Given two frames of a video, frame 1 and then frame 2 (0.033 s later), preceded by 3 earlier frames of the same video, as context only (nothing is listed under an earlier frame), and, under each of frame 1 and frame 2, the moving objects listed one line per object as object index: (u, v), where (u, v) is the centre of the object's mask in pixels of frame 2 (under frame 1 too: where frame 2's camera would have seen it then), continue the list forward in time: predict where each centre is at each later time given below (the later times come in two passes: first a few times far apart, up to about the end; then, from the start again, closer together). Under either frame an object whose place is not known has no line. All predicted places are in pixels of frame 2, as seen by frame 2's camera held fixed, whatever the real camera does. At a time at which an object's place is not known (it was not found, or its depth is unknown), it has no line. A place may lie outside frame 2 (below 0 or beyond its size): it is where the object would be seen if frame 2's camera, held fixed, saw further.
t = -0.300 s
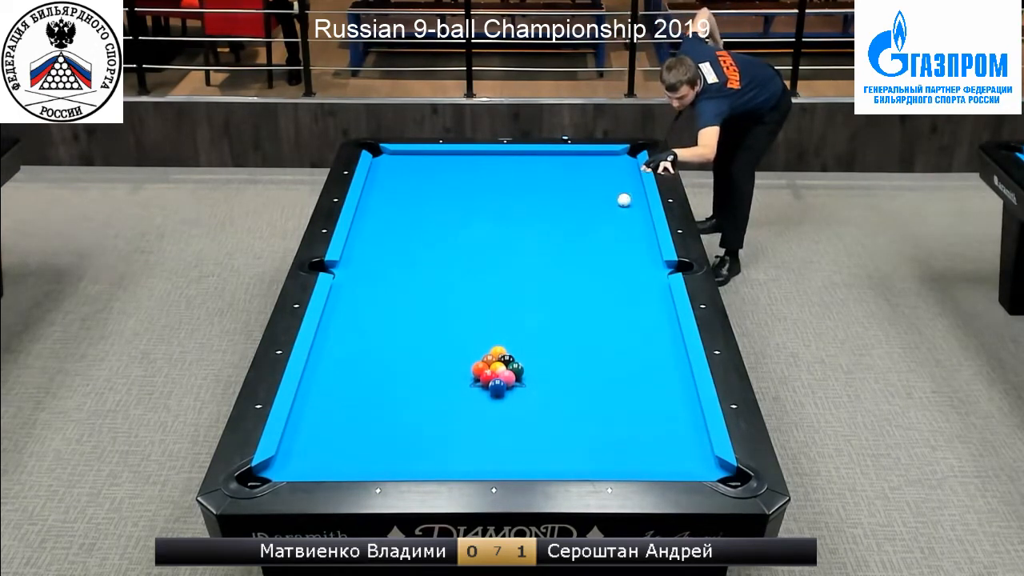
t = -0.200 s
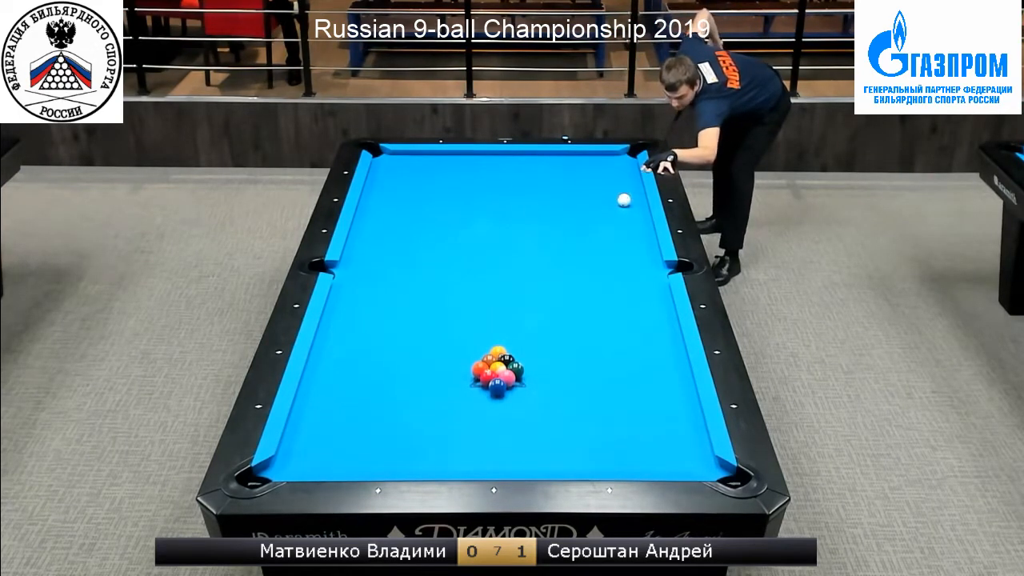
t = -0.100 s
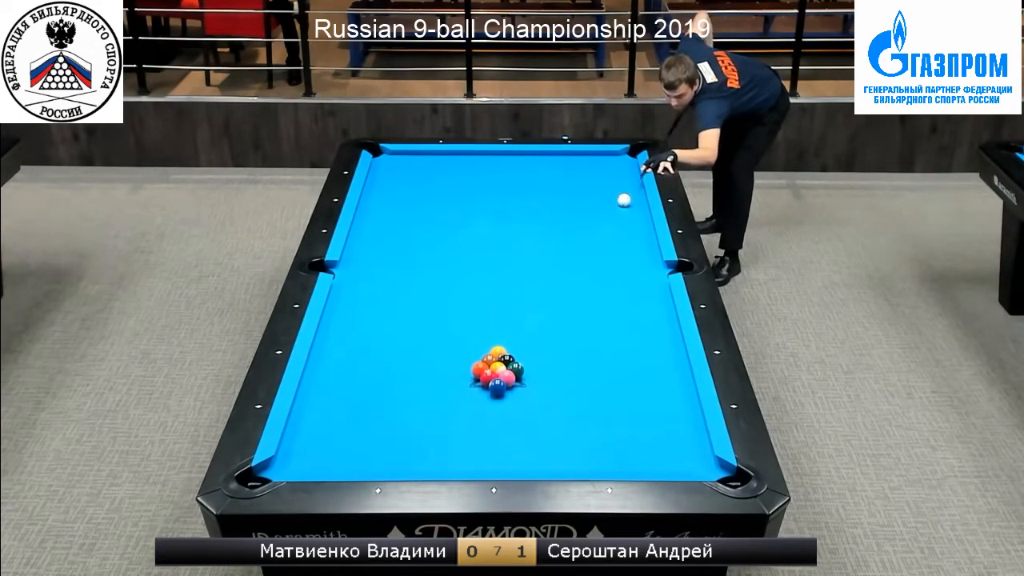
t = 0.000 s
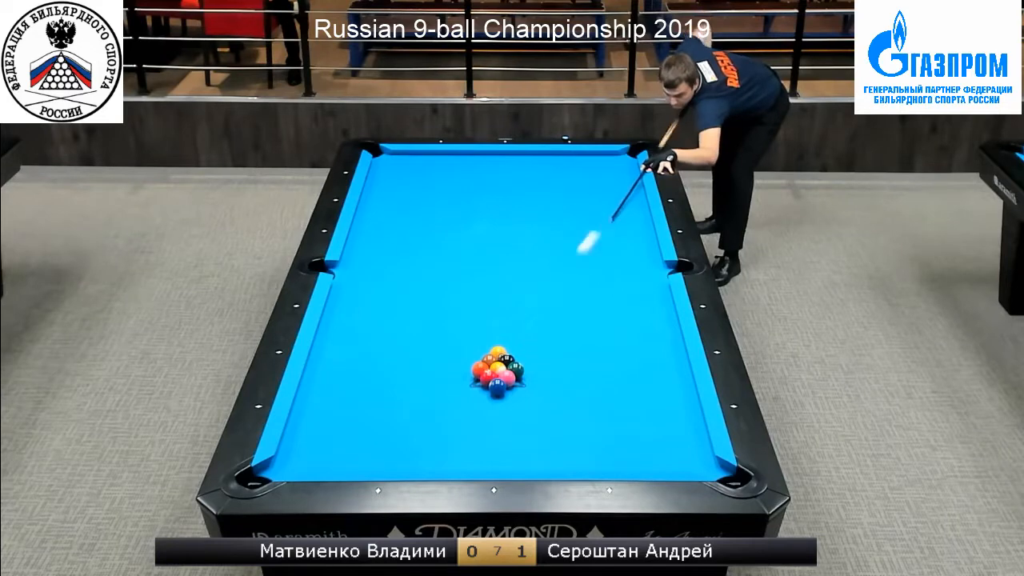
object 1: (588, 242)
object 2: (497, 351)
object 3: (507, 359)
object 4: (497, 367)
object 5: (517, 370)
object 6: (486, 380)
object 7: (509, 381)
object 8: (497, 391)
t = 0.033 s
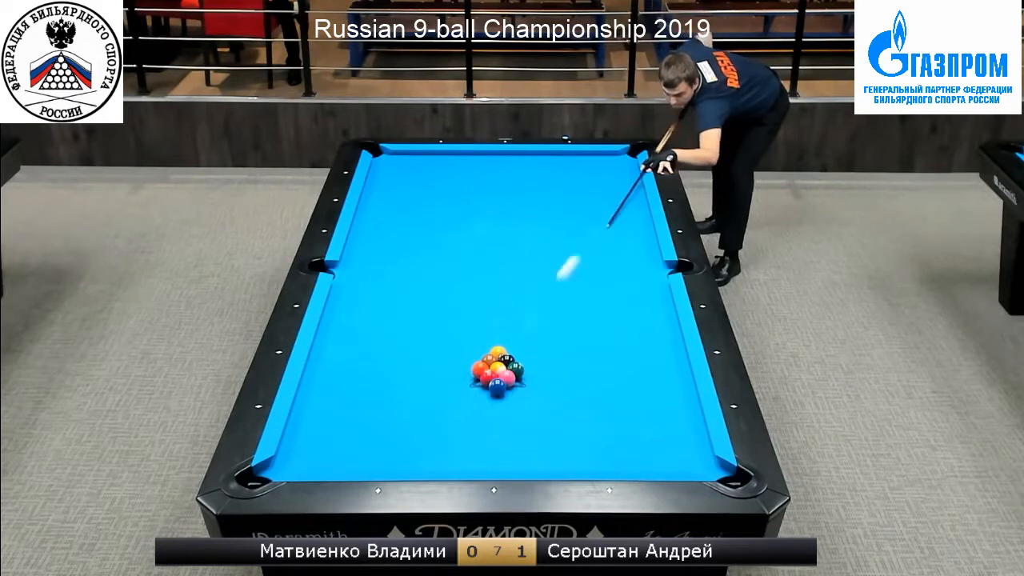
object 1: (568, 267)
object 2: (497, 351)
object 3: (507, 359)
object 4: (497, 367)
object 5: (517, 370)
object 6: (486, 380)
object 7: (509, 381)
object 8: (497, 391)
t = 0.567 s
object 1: (599, 338)
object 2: (399, 307)
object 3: (529, 358)
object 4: (497, 377)
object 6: (459, 415)
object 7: (533, 422)
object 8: (629, 435)
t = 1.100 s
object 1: (657, 323)
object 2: (364, 270)
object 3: (549, 354)
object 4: (498, 380)
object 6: (426, 457)
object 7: (484, 417)
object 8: (624, 406)
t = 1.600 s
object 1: (610, 305)
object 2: (413, 245)
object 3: (562, 351)
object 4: (498, 380)
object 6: (407, 452)
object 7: (447, 413)
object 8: (538, 381)
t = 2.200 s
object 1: (563, 286)
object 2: (463, 222)
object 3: (571, 349)
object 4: (498, 380)
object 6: (393, 432)
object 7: (412, 409)
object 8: (451, 356)
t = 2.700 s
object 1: (554, 276)
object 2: (497, 205)
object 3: (572, 349)
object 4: (498, 379)
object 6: (384, 421)
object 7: (391, 405)
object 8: (390, 337)
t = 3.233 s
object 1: (570, 270)
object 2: (528, 190)
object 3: (572, 349)
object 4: (498, 378)
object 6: (377, 415)
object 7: (375, 400)
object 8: (333, 320)
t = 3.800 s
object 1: (581, 265)
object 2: (556, 177)
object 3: (572, 349)
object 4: (497, 377)
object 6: (376, 414)
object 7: (367, 397)
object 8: (357, 309)
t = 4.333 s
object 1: (587, 262)
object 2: (578, 166)
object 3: (572, 349)
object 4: (496, 377)
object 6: (376, 414)
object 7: (363, 395)
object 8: (382, 303)
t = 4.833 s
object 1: (589, 261)
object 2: (595, 158)
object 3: (572, 349)
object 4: (496, 377)
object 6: (376, 414)
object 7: (363, 395)
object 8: (398, 298)
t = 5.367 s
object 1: (588, 261)
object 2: (610, 154)
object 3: (572, 348)
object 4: (496, 377)
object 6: (376, 414)
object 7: (363, 395)
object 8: (410, 295)
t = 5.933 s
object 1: (588, 261)
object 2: (620, 157)
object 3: (572, 348)
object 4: (496, 377)
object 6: (376, 414)
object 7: (363, 395)
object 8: (416, 294)
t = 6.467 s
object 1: (588, 261)
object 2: (626, 159)
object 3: (572, 348)
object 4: (496, 377)
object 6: (376, 414)
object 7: (363, 395)
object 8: (416, 294)
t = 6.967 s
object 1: (588, 261)
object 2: (627, 159)
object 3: (572, 348)
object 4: (496, 377)
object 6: (376, 414)
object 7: (363, 395)
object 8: (416, 294)
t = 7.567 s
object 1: (588, 261)
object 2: (628, 159)
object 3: (572, 348)
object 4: (496, 377)
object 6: (376, 414)
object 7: (363, 396)
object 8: (416, 294)
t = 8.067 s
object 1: (588, 261)
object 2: (628, 159)
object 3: (572, 348)
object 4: (496, 377)
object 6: (376, 414)
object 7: (363, 395)
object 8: (416, 294)
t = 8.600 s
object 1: (588, 261)
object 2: (628, 159)
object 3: (572, 348)
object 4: (496, 377)
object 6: (376, 414)
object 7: (363, 395)
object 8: (416, 294)
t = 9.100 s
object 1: (588, 261)
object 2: (628, 159)
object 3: (572, 348)
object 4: (496, 377)
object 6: (376, 414)
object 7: (363, 395)
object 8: (416, 294)
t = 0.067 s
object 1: (547, 294)
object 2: (497, 351)
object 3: (507, 359)
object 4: (497, 367)
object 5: (517, 370)
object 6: (486, 380)
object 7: (509, 381)
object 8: (497, 391)
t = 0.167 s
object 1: (518, 346)
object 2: (484, 347)
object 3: (510, 362)
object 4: (497, 371)
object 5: (533, 380)
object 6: (485, 384)
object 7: (515, 389)
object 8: (510, 408)
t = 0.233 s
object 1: (533, 346)
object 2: (467, 338)
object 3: (513, 362)
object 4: (497, 372)
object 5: (557, 391)
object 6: (480, 389)
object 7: (526, 400)
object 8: (531, 437)
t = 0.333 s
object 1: (554, 343)
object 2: (444, 327)
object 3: (518, 361)
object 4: (497, 373)
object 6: (474, 398)
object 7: (542, 416)
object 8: (558, 464)
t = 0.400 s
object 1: (567, 342)
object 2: (430, 321)
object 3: (521, 360)
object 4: (497, 374)
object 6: (470, 402)
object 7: (552, 426)
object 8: (567, 447)
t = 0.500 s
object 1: (586, 339)
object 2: (411, 312)
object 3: (526, 358)
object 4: (497, 376)
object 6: (464, 411)
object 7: (542, 426)
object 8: (602, 439)
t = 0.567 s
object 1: (599, 338)
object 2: (399, 307)
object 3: (529, 358)
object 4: (497, 377)
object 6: (459, 415)
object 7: (533, 422)
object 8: (629, 435)
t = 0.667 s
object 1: (619, 335)
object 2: (380, 299)
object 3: (533, 358)
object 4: (497, 377)
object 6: (453, 423)
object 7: (521, 421)
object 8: (664, 431)
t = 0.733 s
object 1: (631, 334)
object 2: (368, 293)
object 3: (536, 357)
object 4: (497, 378)
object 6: (449, 429)
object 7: (515, 420)
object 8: (687, 428)
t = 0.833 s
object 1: (649, 331)
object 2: (351, 286)
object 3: (539, 356)
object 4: (498, 379)
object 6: (443, 436)
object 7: (506, 419)
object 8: (680, 423)
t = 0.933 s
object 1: (667, 329)
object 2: (342, 279)
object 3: (543, 355)
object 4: (497, 379)
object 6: (436, 445)
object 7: (497, 418)
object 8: (656, 416)
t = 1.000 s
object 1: (669, 327)
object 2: (352, 275)
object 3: (545, 355)
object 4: (498, 380)
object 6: (432, 449)
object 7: (492, 418)
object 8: (643, 412)
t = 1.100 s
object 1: (657, 323)
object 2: (364, 270)
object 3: (549, 354)
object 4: (498, 380)
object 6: (426, 457)
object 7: (484, 417)
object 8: (624, 406)
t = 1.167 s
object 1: (650, 320)
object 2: (371, 266)
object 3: (550, 353)
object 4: (498, 380)
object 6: (422, 461)
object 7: (478, 416)
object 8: (612, 403)
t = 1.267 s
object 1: (640, 317)
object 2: (381, 261)
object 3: (554, 353)
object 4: (498, 380)
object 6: (417, 464)
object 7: (471, 415)
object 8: (594, 398)
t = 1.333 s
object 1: (634, 314)
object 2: (388, 258)
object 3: (555, 352)
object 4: (498, 380)
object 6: (415, 462)
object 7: (466, 415)
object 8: (583, 394)
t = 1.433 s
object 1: (625, 310)
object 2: (397, 253)
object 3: (558, 351)
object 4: (498, 381)
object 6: (412, 459)
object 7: (458, 414)
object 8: (566, 389)
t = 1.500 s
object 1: (618, 308)
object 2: (404, 250)
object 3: (560, 351)
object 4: (498, 381)
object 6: (410, 456)
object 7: (454, 413)
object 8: (555, 386)
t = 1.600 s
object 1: (610, 305)
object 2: (413, 245)
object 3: (562, 351)
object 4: (498, 380)
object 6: (407, 452)
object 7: (447, 413)
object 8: (538, 381)
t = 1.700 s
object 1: (601, 301)
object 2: (422, 241)
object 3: (564, 351)
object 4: (498, 381)
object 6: (405, 448)
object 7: (441, 412)
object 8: (523, 377)
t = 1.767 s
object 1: (596, 299)
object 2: (428, 238)
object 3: (565, 350)
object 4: (498, 380)
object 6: (403, 445)
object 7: (436, 411)
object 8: (513, 373)
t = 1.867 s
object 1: (588, 296)
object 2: (436, 234)
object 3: (567, 349)
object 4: (498, 380)
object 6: (400, 443)
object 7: (430, 411)
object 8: (497, 366)
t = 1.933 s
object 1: (582, 294)
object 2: (442, 231)
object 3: (568, 349)
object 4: (498, 380)
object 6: (399, 440)
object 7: (426, 410)
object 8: (488, 366)
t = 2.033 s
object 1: (575, 291)
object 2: (450, 228)
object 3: (569, 349)
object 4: (498, 380)
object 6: (396, 436)
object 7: (421, 410)
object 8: (474, 362)
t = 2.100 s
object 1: (570, 289)
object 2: (455, 225)
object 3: (570, 349)
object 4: (498, 380)
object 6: (395, 435)
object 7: (417, 410)
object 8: (465, 359)
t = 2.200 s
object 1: (563, 286)
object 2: (463, 222)
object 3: (571, 349)
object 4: (498, 380)
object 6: (393, 432)
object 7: (412, 409)
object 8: (451, 356)
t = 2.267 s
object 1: (558, 284)
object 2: (468, 219)
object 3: (571, 349)
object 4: (498, 380)
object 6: (392, 430)
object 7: (409, 408)
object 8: (443, 353)
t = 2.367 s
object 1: (551, 282)
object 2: (475, 216)
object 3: (572, 349)
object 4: (498, 380)
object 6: (390, 428)
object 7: (404, 408)
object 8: (430, 349)
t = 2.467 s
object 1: (545, 279)
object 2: (482, 212)
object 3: (572, 349)
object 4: (498, 380)
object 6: (388, 425)
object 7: (400, 407)
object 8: (418, 345)
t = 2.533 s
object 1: (548, 278)
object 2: (487, 210)
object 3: (572, 349)
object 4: (498, 379)
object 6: (387, 424)
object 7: (397, 406)
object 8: (410, 343)
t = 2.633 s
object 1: (552, 277)
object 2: (493, 207)
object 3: (572, 349)
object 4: (498, 379)
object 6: (385, 422)
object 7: (394, 406)
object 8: (398, 339)
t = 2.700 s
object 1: (554, 276)
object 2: (497, 205)
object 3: (572, 349)
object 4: (498, 379)
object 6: (384, 421)
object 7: (391, 405)
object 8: (390, 337)
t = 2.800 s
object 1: (557, 275)
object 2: (504, 202)
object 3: (572, 349)
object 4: (498, 379)
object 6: (382, 419)
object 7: (388, 404)
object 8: (378, 333)
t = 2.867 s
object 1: (559, 274)
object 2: (508, 200)
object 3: (572, 349)
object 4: (498, 378)
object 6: (381, 418)
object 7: (385, 403)
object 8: (371, 331)
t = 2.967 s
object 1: (562, 272)
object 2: (514, 197)
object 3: (572, 349)
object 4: (498, 378)
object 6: (380, 416)
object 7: (383, 402)
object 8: (361, 328)
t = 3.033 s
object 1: (564, 272)
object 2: (517, 195)
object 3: (572, 349)
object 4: (498, 378)
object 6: (379, 417)
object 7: (381, 401)
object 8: (354, 326)
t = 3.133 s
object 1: (567, 271)
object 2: (523, 193)
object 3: (572, 349)
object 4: (498, 378)
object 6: (378, 416)
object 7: (378, 400)
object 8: (343, 323)
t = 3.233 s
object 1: (570, 270)
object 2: (528, 190)
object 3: (572, 349)
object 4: (498, 378)
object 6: (377, 415)
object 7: (375, 400)
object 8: (333, 320)
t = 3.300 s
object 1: (571, 269)
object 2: (532, 188)
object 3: (572, 349)
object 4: (498, 378)
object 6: (376, 415)
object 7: (374, 399)
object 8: (328, 319)
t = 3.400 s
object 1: (573, 268)
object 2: (537, 186)
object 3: (572, 349)
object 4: (498, 378)
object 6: (376, 415)
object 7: (372, 399)
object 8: (335, 317)
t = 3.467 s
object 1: (575, 267)
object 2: (541, 184)
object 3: (572, 349)
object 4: (497, 378)
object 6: (376, 414)
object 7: (371, 398)
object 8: (339, 315)
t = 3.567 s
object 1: (577, 266)
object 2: (545, 182)
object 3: (572, 349)
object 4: (497, 378)
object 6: (376, 414)
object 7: (369, 398)
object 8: (345, 313)
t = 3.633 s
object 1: (578, 266)
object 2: (548, 180)
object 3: (572, 349)
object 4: (497, 377)
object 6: (376, 414)
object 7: (368, 397)
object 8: (348, 312)
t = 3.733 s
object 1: (580, 265)
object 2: (553, 178)
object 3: (572, 349)
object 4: (497, 377)
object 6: (376, 414)
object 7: (367, 397)
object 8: (354, 310)
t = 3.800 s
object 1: (581, 265)
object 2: (556, 177)
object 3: (572, 349)
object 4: (497, 377)
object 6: (376, 414)
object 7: (367, 397)
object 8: (357, 309)
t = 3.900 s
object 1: (582, 264)
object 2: (561, 175)
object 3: (572, 349)
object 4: (497, 377)
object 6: (376, 414)
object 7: (365, 397)
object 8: (363, 308)
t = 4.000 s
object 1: (584, 263)
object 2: (565, 173)
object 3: (572, 349)
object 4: (496, 377)
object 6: (376, 414)
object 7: (365, 396)
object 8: (367, 307)
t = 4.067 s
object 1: (584, 263)
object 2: (568, 171)
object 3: (572, 349)
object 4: (496, 377)
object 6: (376, 414)
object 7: (364, 396)
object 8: (370, 306)
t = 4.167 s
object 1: (586, 263)
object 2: (572, 169)
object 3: (572, 349)
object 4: (496, 377)
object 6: (376, 414)
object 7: (364, 396)
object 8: (375, 304)
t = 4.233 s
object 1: (586, 262)
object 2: (574, 168)
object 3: (572, 349)
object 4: (496, 377)
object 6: (376, 414)
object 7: (364, 396)
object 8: (377, 304)
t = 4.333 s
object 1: (587, 262)
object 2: (578, 166)
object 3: (572, 349)
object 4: (496, 377)
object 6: (376, 414)
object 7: (363, 395)
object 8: (382, 303)
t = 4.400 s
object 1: (587, 262)
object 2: (581, 165)
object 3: (572, 349)
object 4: (496, 377)
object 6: (376, 414)
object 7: (363, 395)
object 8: (384, 302)
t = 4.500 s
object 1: (588, 262)
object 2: (584, 164)
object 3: (572, 349)
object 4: (496, 377)
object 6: (376, 414)
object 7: (363, 395)
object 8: (388, 301)
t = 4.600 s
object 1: (588, 261)
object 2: (587, 162)
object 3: (572, 349)
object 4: (496, 377)
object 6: (376, 414)
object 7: (363, 395)
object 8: (391, 300)
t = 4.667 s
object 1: (589, 261)
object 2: (590, 161)
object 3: (572, 349)
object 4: (496, 377)
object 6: (376, 414)
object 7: (363, 395)
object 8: (393, 300)
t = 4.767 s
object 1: (589, 261)
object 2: (593, 159)
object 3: (572, 349)
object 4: (496, 377)
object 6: (376, 414)
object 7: (363, 395)
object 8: (396, 299)
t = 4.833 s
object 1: (589, 261)
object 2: (595, 158)
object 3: (572, 349)
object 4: (496, 377)
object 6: (376, 414)
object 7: (363, 395)
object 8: (398, 298)
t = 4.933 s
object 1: (589, 261)
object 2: (598, 157)
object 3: (572, 349)
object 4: (496, 377)
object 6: (376, 414)
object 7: (363, 396)
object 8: (401, 298)
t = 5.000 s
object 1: (589, 261)
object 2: (600, 156)
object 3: (572, 348)
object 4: (496, 377)
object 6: (376, 414)
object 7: (363, 395)
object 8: (402, 297)
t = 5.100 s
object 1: (588, 261)
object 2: (603, 154)
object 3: (572, 349)
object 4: (496, 377)
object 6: (376, 414)
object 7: (363, 395)
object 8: (405, 296)
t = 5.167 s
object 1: (589, 261)
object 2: (605, 153)
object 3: (572, 349)
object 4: (496, 377)
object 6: (376, 414)
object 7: (363, 395)
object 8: (406, 296)
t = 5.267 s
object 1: (588, 261)
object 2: (608, 154)
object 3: (572, 348)
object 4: (496, 377)
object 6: (376, 414)
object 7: (363, 395)
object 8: (408, 295)
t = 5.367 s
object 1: (588, 261)
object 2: (610, 154)
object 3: (572, 348)
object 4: (496, 377)
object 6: (376, 414)
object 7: (363, 395)
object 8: (410, 295)
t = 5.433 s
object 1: (588, 261)
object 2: (611, 155)
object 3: (572, 348)
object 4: (496, 377)
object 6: (376, 414)
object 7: (363, 395)
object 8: (411, 295)
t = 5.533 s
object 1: (588, 261)
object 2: (613, 155)
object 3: (572, 348)
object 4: (496, 377)
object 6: (376, 414)
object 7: (363, 395)
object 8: (412, 294)
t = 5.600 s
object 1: (588, 261)
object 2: (614, 156)
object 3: (572, 348)
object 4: (496, 377)
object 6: (376, 414)
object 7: (363, 396)
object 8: (413, 294)
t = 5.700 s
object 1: (588, 261)
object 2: (616, 156)
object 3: (572, 348)
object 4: (496, 377)
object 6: (376, 414)
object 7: (363, 395)
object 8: (414, 294)
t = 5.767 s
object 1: (588, 261)
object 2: (617, 156)
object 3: (572, 348)
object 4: (496, 377)
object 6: (376, 414)
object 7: (363, 395)
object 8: (415, 294)
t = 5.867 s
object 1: (588, 261)
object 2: (619, 157)
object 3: (572, 348)
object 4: (496, 377)
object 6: (376, 414)
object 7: (363, 396)
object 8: (416, 294)
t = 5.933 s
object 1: (588, 261)
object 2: (620, 157)
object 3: (572, 348)
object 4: (496, 377)
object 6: (376, 414)
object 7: (363, 395)
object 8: (416, 294)
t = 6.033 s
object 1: (589, 261)
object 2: (621, 157)
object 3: (572, 348)
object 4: (496, 377)
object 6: (376, 414)
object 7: (363, 396)
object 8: (416, 294)
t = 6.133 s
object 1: (588, 261)
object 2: (622, 158)
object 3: (572, 348)
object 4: (496, 377)
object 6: (376, 414)
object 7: (363, 395)
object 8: (416, 294)
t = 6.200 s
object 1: (588, 261)
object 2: (623, 158)
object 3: (572, 348)
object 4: (496, 377)
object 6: (376, 414)
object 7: (363, 395)
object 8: (416, 294)
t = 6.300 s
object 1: (588, 261)
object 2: (624, 158)
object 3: (572, 348)
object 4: (496, 377)
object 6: (376, 414)
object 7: (363, 395)
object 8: (416, 294)
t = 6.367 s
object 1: (588, 261)
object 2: (625, 158)
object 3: (572, 348)
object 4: (496, 377)
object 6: (376, 414)
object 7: (363, 395)
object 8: (416, 294)
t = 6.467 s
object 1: (588, 261)
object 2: (626, 159)
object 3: (572, 348)
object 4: (496, 377)
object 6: (376, 414)
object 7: (363, 395)
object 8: (416, 294)
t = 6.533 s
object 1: (588, 261)
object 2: (626, 159)
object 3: (572, 348)
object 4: (496, 377)
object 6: (376, 414)
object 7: (363, 395)
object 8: (416, 294)
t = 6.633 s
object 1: (588, 261)
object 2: (626, 159)
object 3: (572, 348)
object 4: (496, 377)
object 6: (376, 414)
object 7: (363, 395)
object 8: (416, 294)
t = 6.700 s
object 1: (588, 261)
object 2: (627, 159)
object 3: (572, 348)
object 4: (496, 377)
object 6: (376, 414)
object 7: (363, 395)
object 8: (416, 294)
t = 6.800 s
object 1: (588, 261)
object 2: (627, 159)
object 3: (572, 348)
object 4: (496, 377)
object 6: (376, 414)
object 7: (363, 396)
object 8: (416, 294)
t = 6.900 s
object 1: (588, 261)
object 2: (627, 159)
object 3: (572, 348)
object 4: (496, 377)
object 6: (376, 414)
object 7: (363, 395)
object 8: (416, 294)
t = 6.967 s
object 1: (588, 261)
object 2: (627, 159)
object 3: (572, 348)
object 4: (496, 377)
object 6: (376, 414)
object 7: (363, 395)
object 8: (416, 294)
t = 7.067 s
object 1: (588, 261)
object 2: (628, 159)
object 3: (572, 348)
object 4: (496, 377)
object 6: (376, 414)
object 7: (363, 395)
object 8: (416, 294)
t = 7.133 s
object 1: (588, 261)
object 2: (628, 159)
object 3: (572, 348)
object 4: (496, 377)
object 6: (376, 414)
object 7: (363, 395)
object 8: (416, 294)
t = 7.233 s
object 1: (588, 261)
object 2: (628, 159)
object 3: (572, 348)
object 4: (496, 377)
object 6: (376, 414)
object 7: (363, 396)
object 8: (416, 294)
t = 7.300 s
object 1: (588, 261)
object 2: (628, 159)
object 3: (572, 348)
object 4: (496, 377)
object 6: (376, 414)
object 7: (363, 395)
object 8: (416, 294)
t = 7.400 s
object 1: (588, 261)
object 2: (628, 159)
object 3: (572, 348)
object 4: (496, 377)
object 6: (376, 414)
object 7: (363, 395)
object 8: (416, 294)
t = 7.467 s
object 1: (588, 261)
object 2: (628, 159)
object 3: (572, 348)
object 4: (496, 377)
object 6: (376, 414)
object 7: (363, 395)
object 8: (416, 294)
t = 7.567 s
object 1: (588, 261)
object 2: (628, 159)
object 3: (572, 348)
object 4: (496, 377)
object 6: (376, 414)
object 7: (363, 396)
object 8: (416, 294)
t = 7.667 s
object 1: (588, 261)
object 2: (628, 159)
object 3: (572, 348)
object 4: (496, 377)
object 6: (376, 414)
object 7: (363, 395)
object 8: (416, 294)
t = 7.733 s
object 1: (588, 261)
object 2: (628, 159)
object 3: (572, 348)
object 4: (496, 377)
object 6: (376, 414)
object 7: (363, 395)
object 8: (416, 294)
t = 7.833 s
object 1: (588, 261)
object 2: (628, 159)
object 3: (572, 348)
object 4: (496, 377)
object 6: (376, 414)
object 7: (363, 395)
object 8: (416, 294)
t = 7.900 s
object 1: (588, 261)
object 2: (628, 159)
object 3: (572, 348)
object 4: (496, 377)
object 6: (376, 414)
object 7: (363, 396)
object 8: (416, 294)
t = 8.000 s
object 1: (588, 261)
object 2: (628, 159)
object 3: (572, 348)
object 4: (496, 377)
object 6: (376, 414)
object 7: (363, 395)
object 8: (416, 294)
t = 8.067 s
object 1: (588, 261)
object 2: (628, 159)
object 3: (572, 348)
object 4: (496, 377)
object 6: (376, 414)
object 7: (363, 395)
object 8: (416, 294)
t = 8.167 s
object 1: (589, 261)
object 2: (628, 159)
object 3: (572, 348)
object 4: (496, 377)
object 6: (376, 414)
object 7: (363, 395)
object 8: (416, 294)
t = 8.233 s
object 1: (588, 261)
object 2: (628, 159)
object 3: (572, 348)
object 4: (496, 377)
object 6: (376, 414)
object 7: (363, 395)
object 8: (416, 294)
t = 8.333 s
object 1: (588, 261)
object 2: (628, 159)
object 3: (572, 348)
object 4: (496, 377)
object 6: (376, 414)
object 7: (363, 395)
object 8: (416, 294)
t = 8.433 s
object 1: (588, 261)
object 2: (628, 159)
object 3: (572, 348)
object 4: (496, 377)
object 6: (376, 414)
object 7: (363, 396)
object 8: (416, 294)
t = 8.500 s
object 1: (589, 261)
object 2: (628, 159)
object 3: (572, 348)
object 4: (496, 377)
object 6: (376, 414)
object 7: (363, 396)
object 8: (416, 294)
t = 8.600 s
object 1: (588, 261)
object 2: (628, 159)
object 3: (572, 348)
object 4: (496, 377)
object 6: (376, 414)
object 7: (363, 395)
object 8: (416, 294)
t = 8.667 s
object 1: (589, 261)
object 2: (628, 159)
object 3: (572, 348)
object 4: (496, 377)
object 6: (376, 414)
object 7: (363, 395)
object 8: (416, 294)
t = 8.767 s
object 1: (589, 261)
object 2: (628, 159)
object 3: (572, 348)
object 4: (496, 377)
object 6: (376, 414)
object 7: (363, 395)
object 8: (416, 294)
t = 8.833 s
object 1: (588, 261)
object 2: (628, 159)
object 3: (572, 348)
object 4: (496, 377)
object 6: (376, 414)
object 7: (363, 395)
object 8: (416, 294)
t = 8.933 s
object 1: (589, 261)
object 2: (628, 159)
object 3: (572, 348)
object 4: (496, 377)
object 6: (376, 414)
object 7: (363, 395)
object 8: (416, 294)
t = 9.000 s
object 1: (589, 261)
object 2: (628, 159)
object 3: (572, 348)
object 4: (496, 377)
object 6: (376, 414)
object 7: (363, 395)
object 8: (416, 294)
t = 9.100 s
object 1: (588, 261)
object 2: (628, 159)
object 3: (572, 348)
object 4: (496, 377)
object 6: (376, 414)
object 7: (363, 395)
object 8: (416, 294)
